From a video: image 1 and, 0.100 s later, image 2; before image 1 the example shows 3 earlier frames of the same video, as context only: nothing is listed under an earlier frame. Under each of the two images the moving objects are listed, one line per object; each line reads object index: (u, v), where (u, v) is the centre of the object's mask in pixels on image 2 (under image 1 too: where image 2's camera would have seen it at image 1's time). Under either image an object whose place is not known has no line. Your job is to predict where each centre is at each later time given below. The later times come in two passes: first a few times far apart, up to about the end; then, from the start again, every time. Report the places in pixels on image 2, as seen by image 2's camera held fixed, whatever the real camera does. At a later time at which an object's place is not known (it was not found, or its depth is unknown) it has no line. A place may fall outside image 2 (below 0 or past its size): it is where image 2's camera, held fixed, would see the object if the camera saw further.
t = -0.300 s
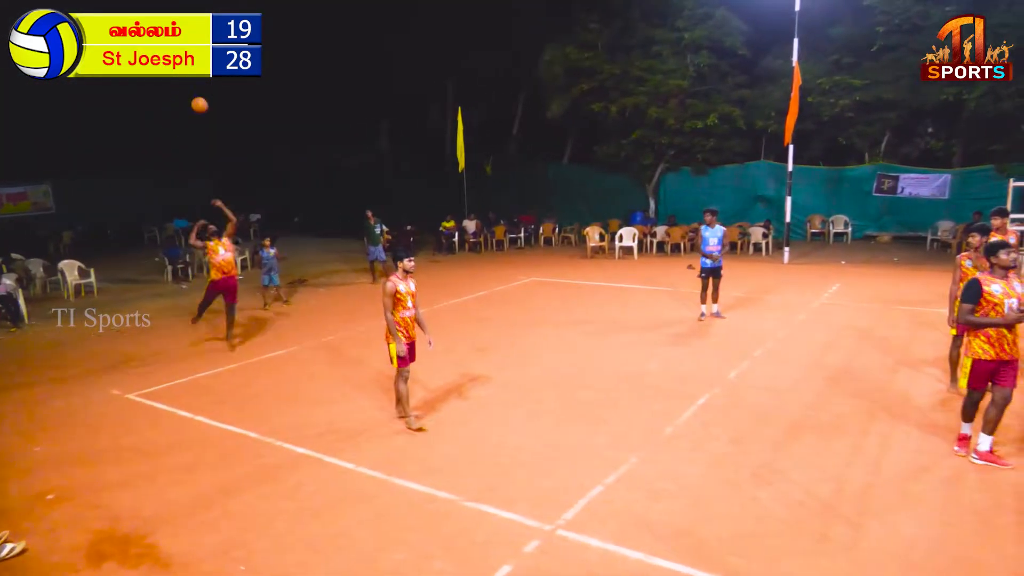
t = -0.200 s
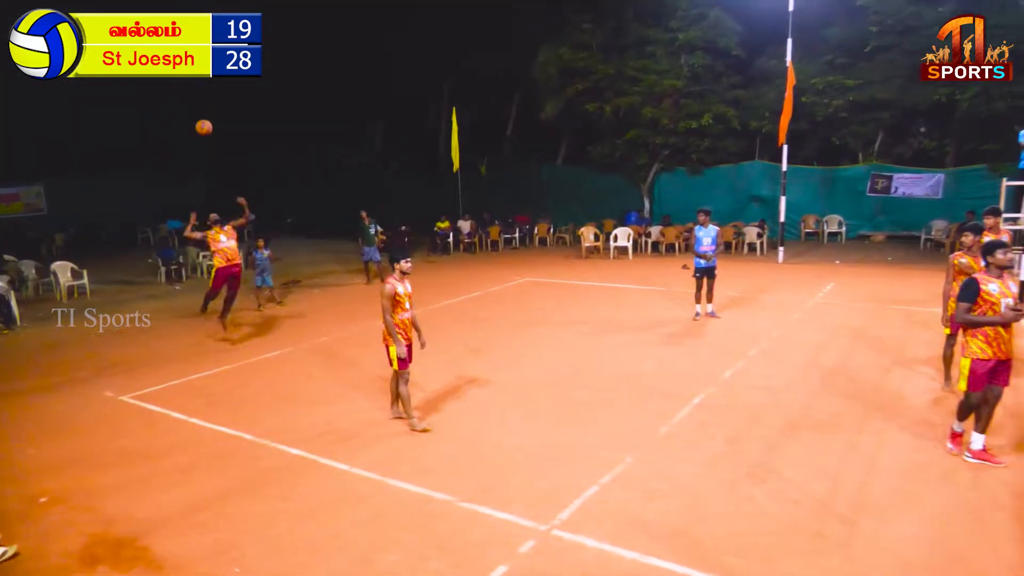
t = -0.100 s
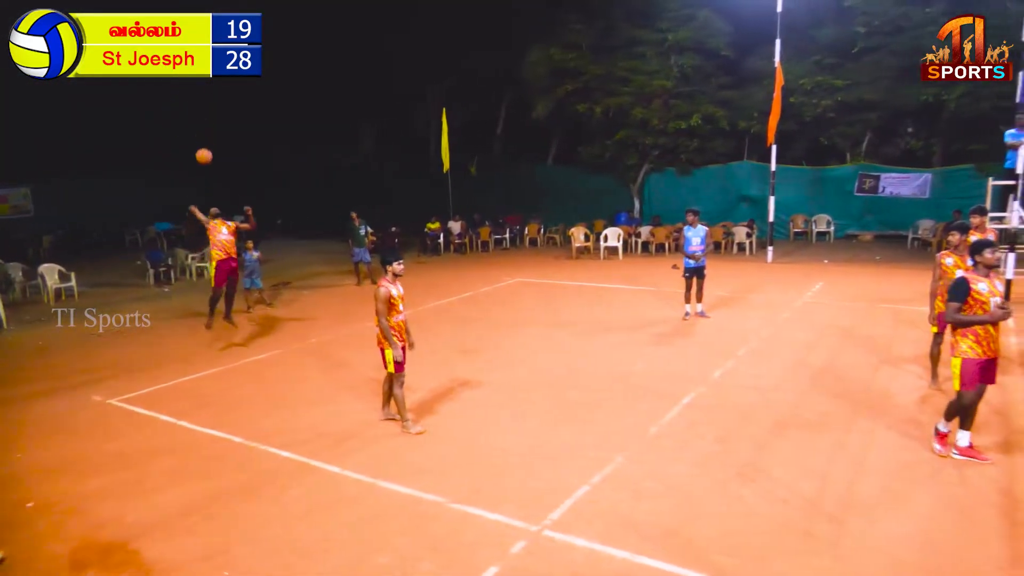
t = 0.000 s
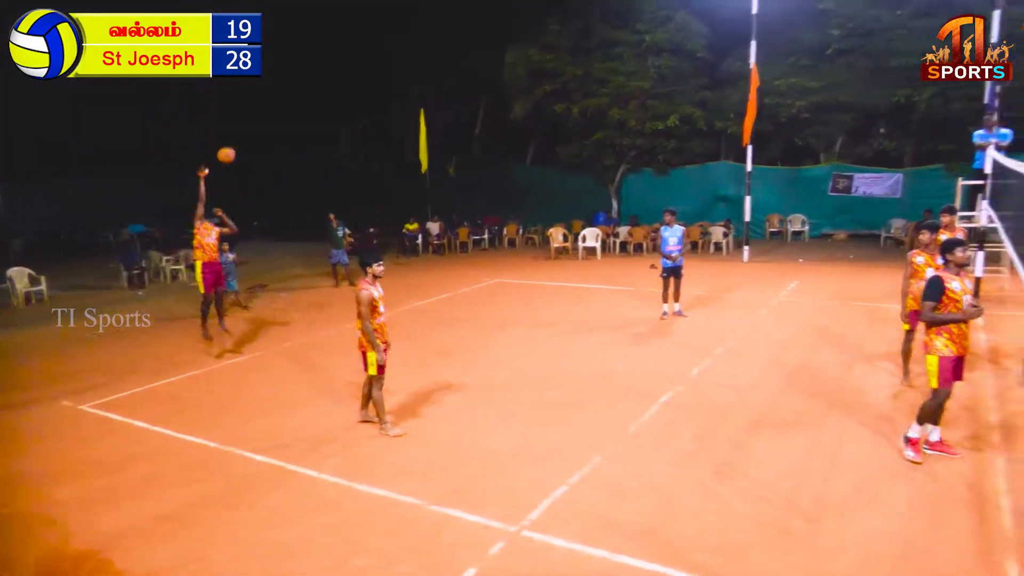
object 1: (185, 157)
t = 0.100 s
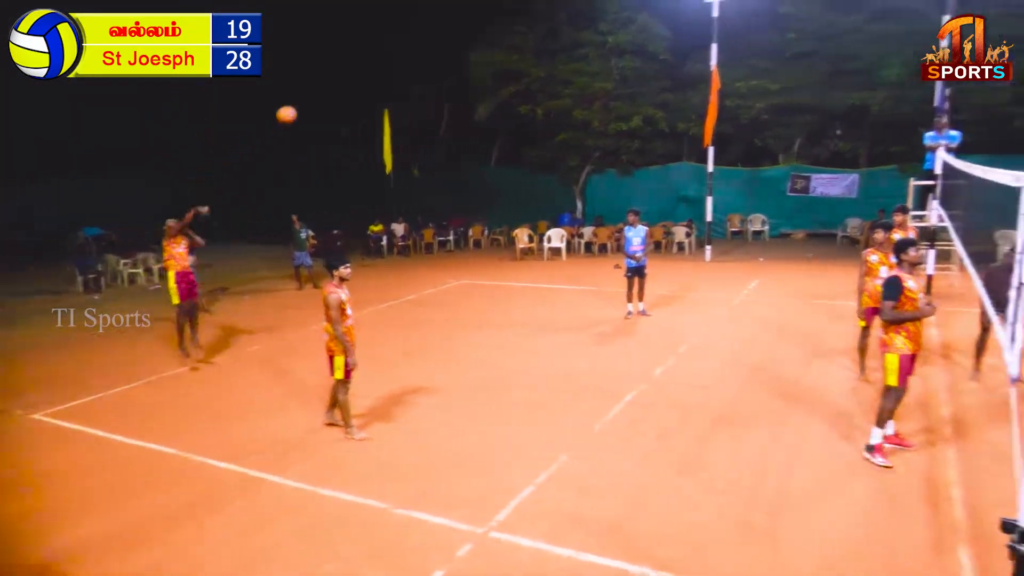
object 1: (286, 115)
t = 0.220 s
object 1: (424, 76)
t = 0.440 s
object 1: (725, 44)
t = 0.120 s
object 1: (308, 108)
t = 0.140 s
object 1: (330, 101)
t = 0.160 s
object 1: (353, 94)
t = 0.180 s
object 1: (376, 88)
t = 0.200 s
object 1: (400, 82)
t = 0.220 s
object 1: (424, 76)
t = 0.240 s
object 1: (449, 70)
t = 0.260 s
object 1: (475, 66)
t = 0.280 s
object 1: (501, 62)
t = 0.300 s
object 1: (527, 58)
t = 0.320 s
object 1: (554, 55)
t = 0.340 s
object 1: (581, 52)
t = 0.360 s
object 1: (609, 49)
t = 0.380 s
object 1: (637, 46)
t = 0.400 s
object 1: (665, 45)
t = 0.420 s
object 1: (695, 44)
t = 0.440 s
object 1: (725, 44)
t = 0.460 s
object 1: (754, 45)
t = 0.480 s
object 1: (784, 45)
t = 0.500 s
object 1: (814, 46)
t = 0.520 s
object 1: (845, 48)
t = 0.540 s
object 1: (876, 50)
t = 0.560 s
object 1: (908, 53)
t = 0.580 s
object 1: (940, 57)
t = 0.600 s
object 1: (973, 61)
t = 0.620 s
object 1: (1005, 66)
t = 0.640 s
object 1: (1036, 72)
